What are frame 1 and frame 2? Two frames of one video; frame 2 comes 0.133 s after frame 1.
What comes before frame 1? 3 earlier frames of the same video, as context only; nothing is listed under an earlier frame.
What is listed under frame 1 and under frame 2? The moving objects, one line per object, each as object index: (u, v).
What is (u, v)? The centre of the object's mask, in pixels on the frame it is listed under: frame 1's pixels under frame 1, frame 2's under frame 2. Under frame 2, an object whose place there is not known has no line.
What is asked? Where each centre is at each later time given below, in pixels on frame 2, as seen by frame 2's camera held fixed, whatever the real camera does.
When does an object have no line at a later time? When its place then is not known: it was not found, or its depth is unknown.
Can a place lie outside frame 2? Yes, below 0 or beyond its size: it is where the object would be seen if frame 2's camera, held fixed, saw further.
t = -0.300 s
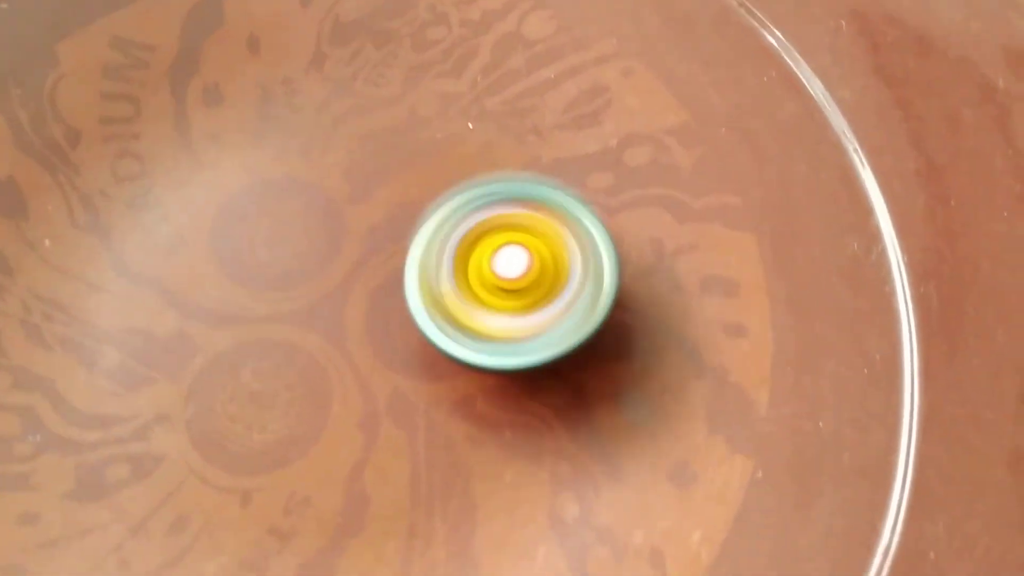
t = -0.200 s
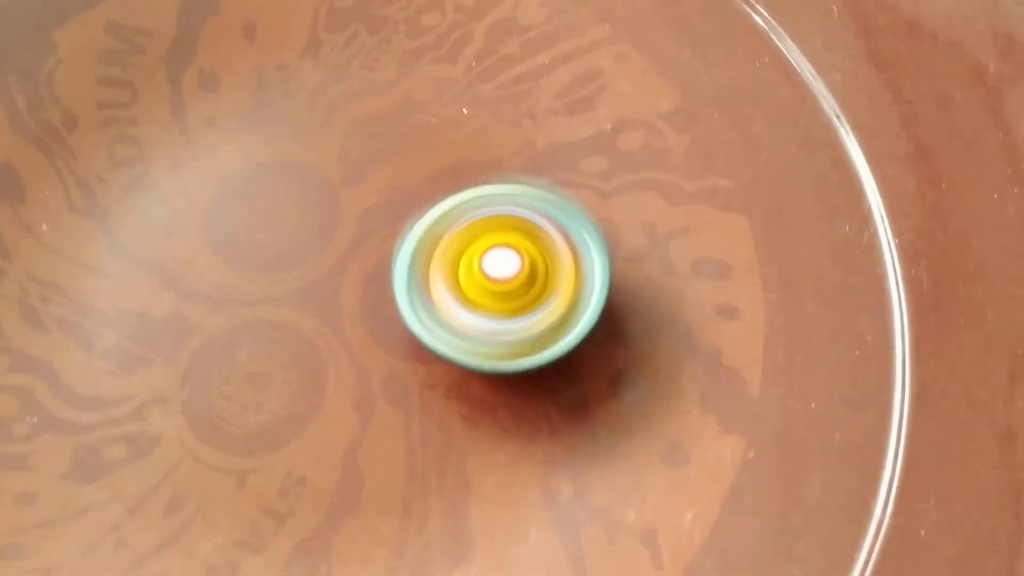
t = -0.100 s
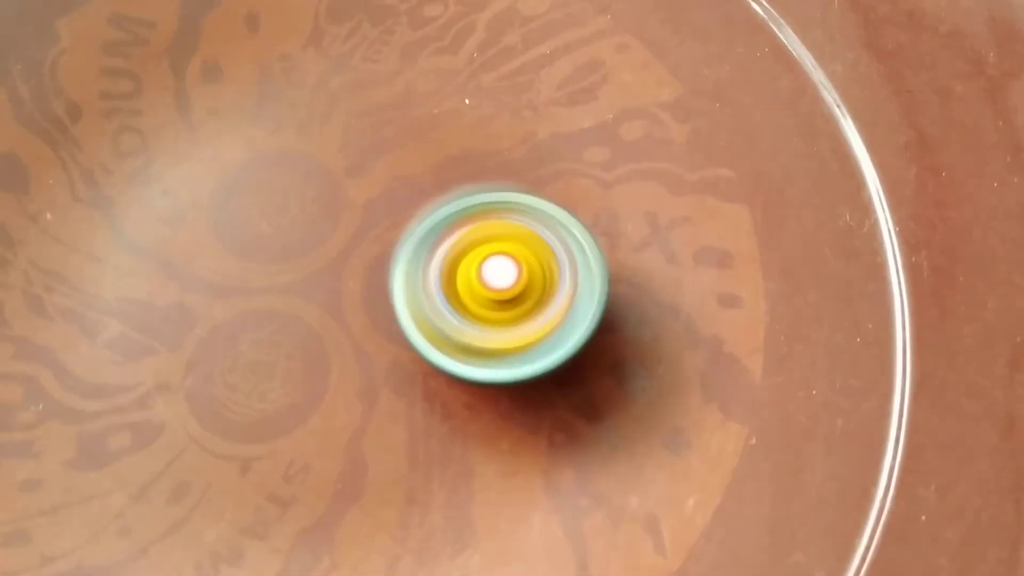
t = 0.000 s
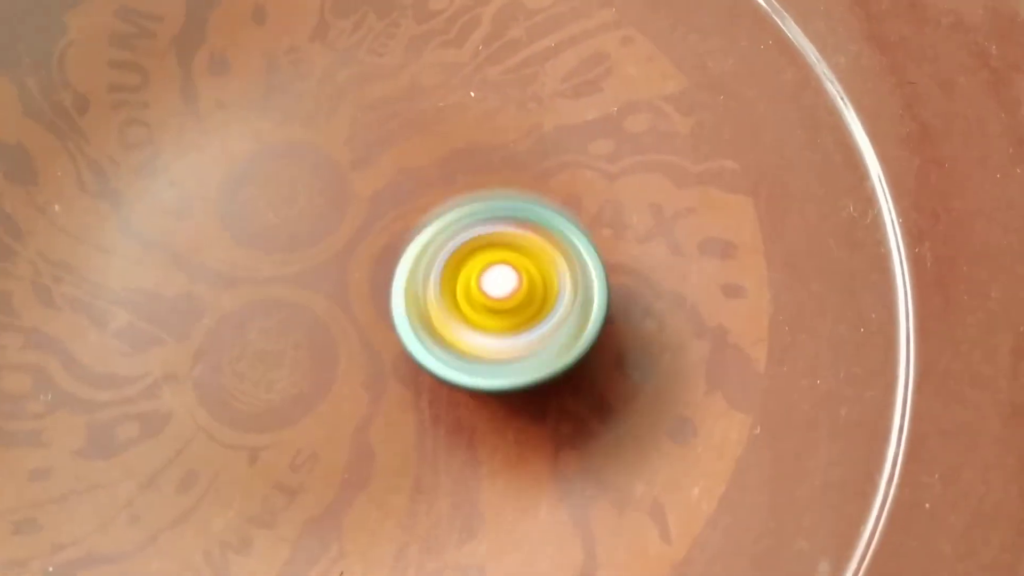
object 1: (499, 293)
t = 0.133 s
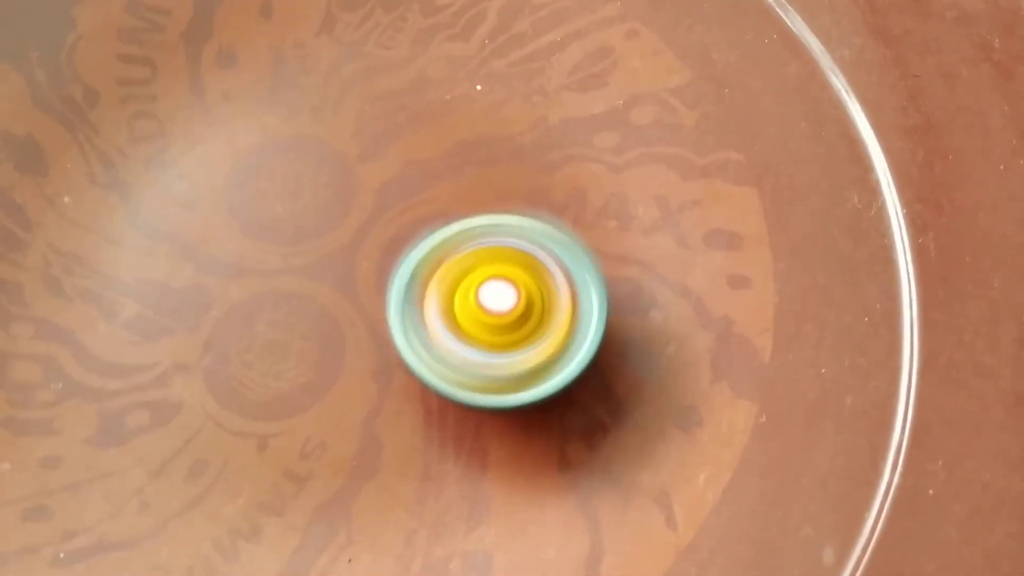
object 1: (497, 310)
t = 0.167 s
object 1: (494, 315)
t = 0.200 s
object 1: (490, 321)
